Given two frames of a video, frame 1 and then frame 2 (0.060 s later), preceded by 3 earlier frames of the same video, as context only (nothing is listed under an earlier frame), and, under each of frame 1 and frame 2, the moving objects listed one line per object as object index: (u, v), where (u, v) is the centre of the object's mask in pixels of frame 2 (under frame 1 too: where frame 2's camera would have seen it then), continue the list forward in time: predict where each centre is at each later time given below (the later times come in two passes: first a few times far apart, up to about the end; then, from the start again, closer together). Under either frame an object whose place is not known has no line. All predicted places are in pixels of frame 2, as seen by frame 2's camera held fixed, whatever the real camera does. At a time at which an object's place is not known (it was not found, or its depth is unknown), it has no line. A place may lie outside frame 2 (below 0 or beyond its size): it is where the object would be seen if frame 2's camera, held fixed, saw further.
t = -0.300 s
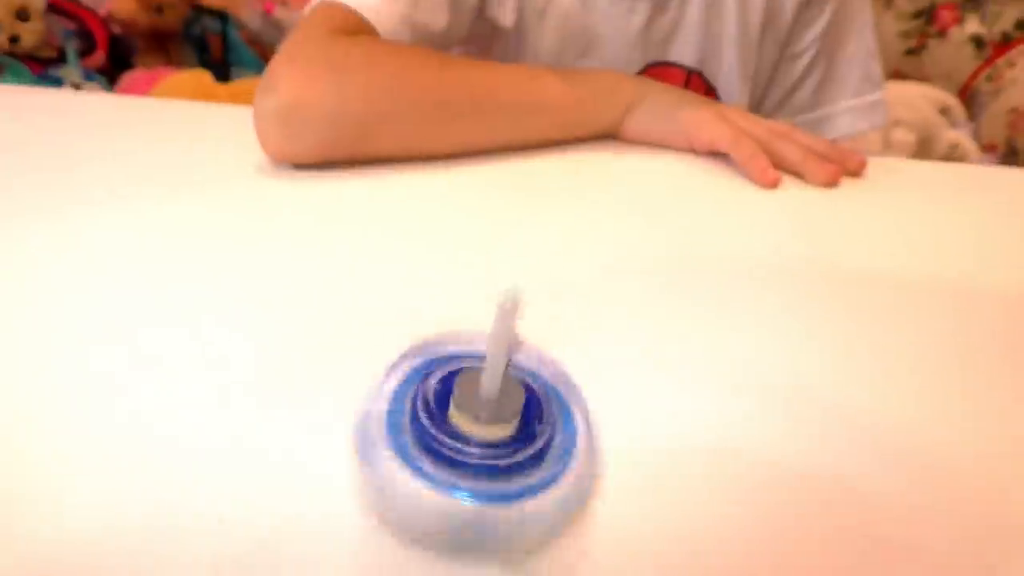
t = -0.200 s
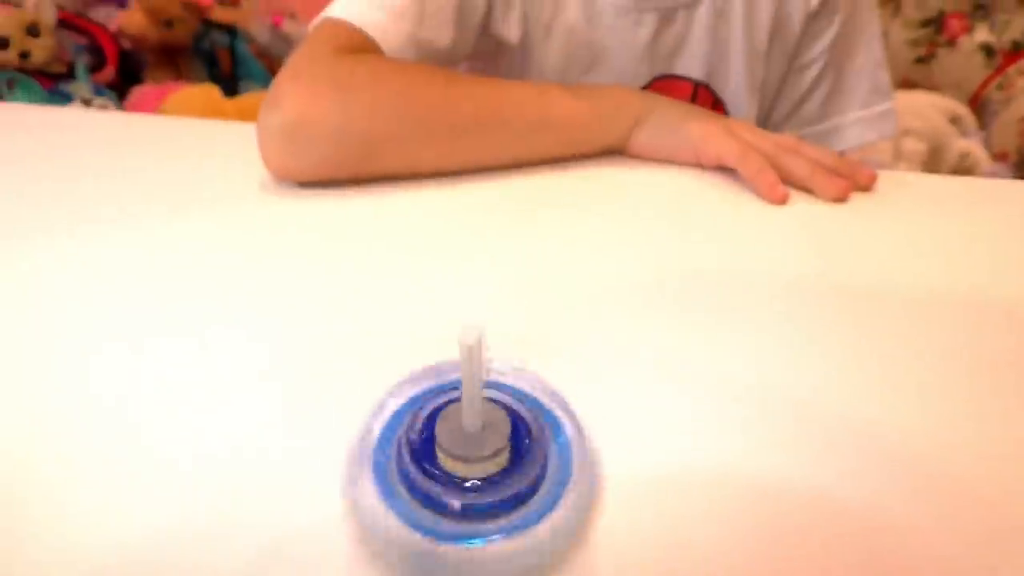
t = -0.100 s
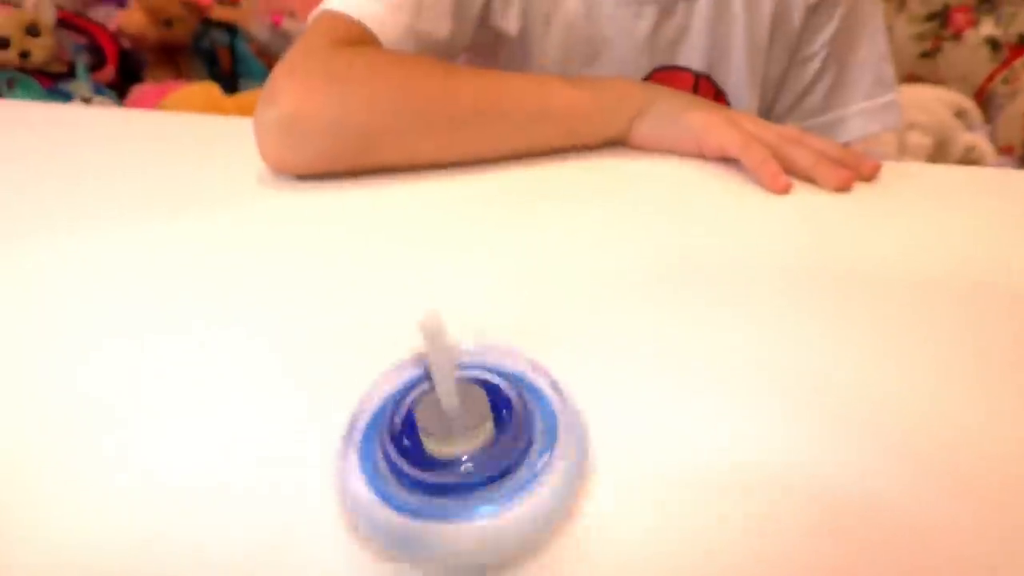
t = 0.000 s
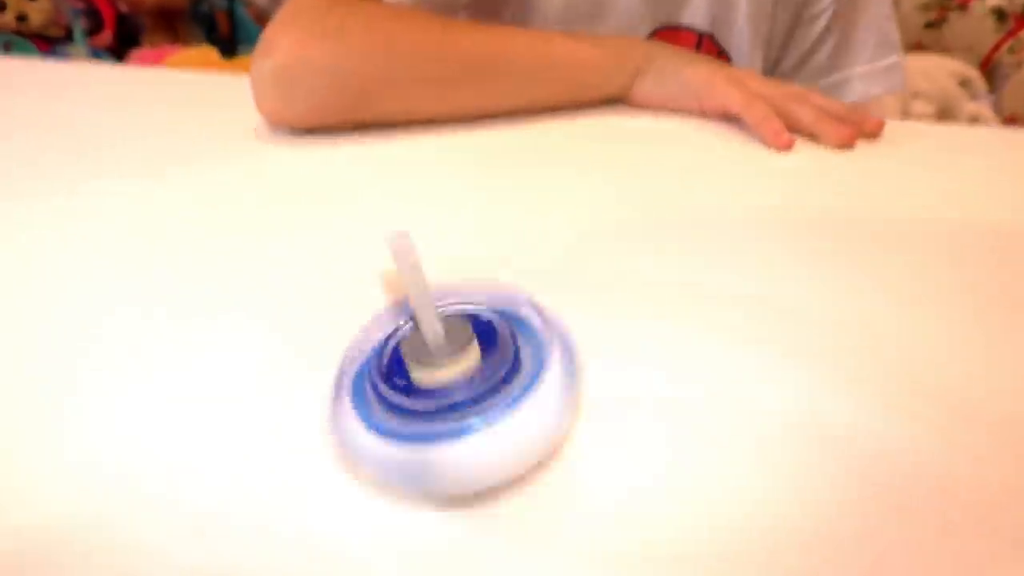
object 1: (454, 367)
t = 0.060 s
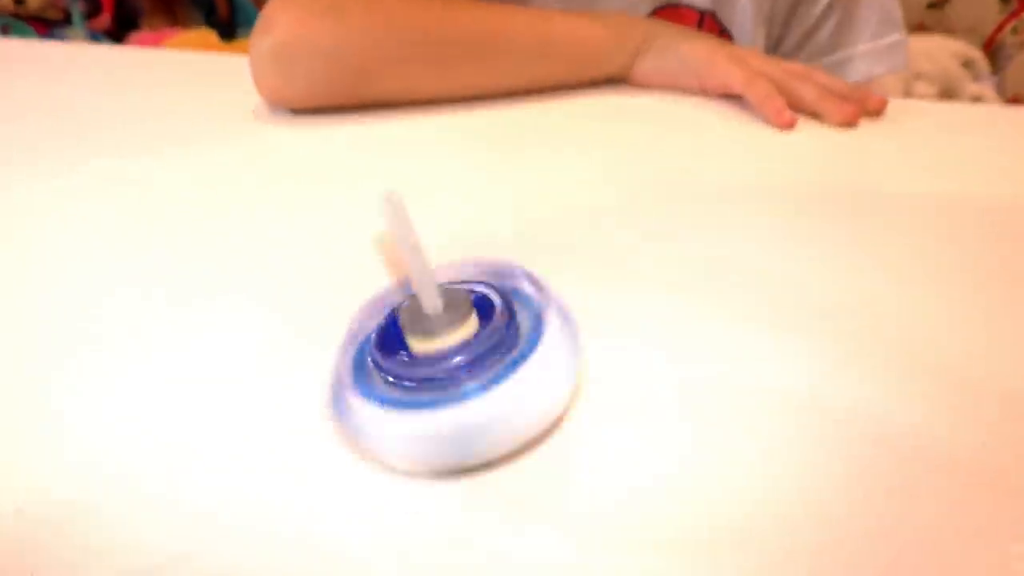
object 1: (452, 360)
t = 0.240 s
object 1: (454, 358)
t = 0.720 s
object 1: (479, 370)
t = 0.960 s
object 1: (466, 368)
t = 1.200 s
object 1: (462, 358)
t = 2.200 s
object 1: (465, 345)
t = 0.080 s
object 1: (451, 361)
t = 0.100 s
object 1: (450, 359)
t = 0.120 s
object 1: (451, 359)
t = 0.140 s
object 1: (450, 359)
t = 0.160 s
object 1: (450, 358)
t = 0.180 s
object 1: (450, 357)
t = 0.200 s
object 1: (450, 357)
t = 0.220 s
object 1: (453, 357)
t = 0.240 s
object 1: (454, 358)
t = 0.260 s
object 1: (456, 358)
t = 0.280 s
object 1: (457, 359)
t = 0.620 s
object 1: (480, 368)
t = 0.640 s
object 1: (481, 368)
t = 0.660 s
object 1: (481, 368)
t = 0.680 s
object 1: (481, 369)
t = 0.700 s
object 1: (479, 370)
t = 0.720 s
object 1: (479, 370)
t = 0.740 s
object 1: (478, 373)
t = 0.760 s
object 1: (478, 372)
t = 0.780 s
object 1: (477, 372)
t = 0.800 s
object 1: (476, 373)
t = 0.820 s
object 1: (475, 370)
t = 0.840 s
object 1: (475, 370)
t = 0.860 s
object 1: (473, 370)
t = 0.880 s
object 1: (472, 367)
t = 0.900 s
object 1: (471, 368)
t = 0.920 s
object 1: (469, 367)
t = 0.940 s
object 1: (469, 367)
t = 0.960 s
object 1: (466, 368)
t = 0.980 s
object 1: (466, 366)
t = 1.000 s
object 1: (465, 366)
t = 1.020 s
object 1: (463, 366)
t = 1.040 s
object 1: (464, 365)
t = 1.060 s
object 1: (463, 366)
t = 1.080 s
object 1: (462, 365)
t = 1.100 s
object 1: (461, 364)
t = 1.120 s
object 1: (460, 363)
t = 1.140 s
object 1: (460, 362)
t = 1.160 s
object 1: (461, 361)
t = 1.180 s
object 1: (461, 360)
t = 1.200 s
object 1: (462, 358)
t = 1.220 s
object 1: (461, 355)
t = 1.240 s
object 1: (462, 353)
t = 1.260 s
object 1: (466, 353)
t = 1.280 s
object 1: (467, 351)
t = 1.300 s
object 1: (468, 349)
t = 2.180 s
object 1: (461, 345)
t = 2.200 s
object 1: (465, 345)
